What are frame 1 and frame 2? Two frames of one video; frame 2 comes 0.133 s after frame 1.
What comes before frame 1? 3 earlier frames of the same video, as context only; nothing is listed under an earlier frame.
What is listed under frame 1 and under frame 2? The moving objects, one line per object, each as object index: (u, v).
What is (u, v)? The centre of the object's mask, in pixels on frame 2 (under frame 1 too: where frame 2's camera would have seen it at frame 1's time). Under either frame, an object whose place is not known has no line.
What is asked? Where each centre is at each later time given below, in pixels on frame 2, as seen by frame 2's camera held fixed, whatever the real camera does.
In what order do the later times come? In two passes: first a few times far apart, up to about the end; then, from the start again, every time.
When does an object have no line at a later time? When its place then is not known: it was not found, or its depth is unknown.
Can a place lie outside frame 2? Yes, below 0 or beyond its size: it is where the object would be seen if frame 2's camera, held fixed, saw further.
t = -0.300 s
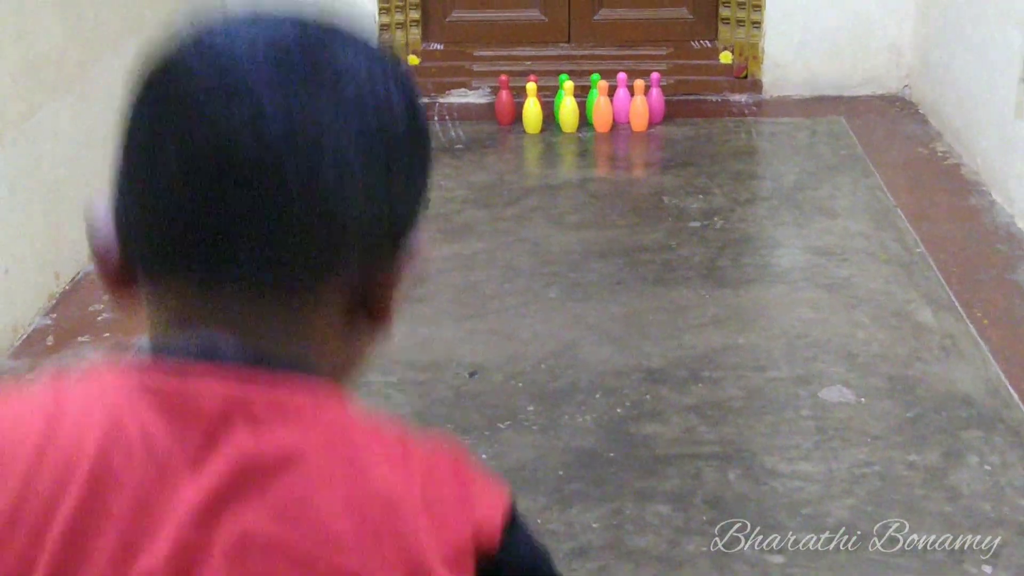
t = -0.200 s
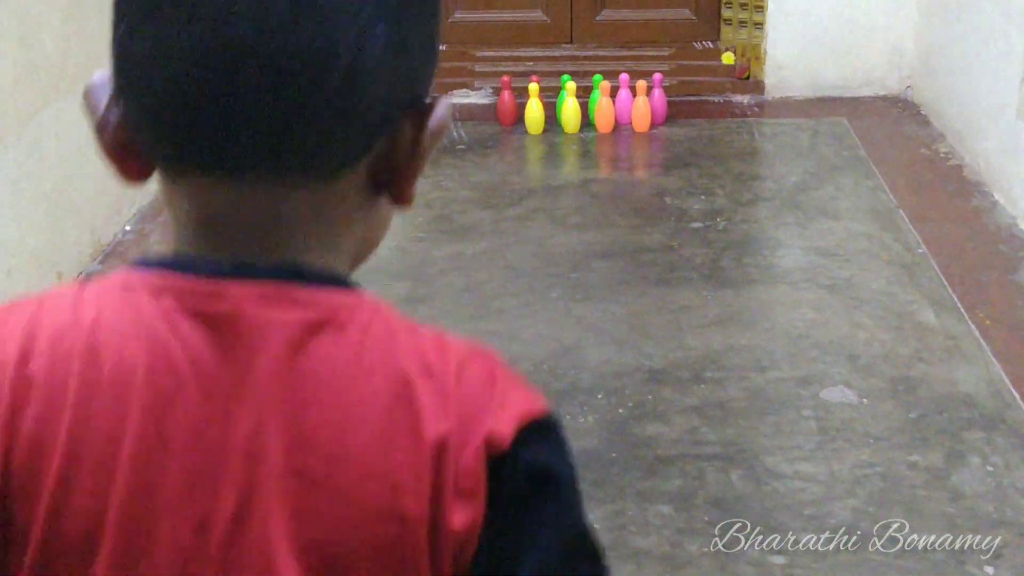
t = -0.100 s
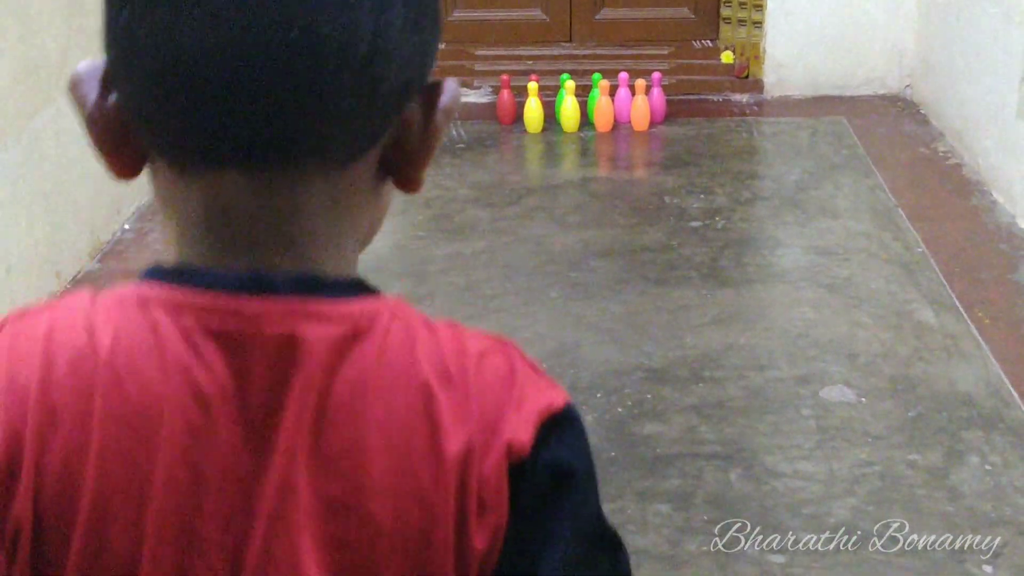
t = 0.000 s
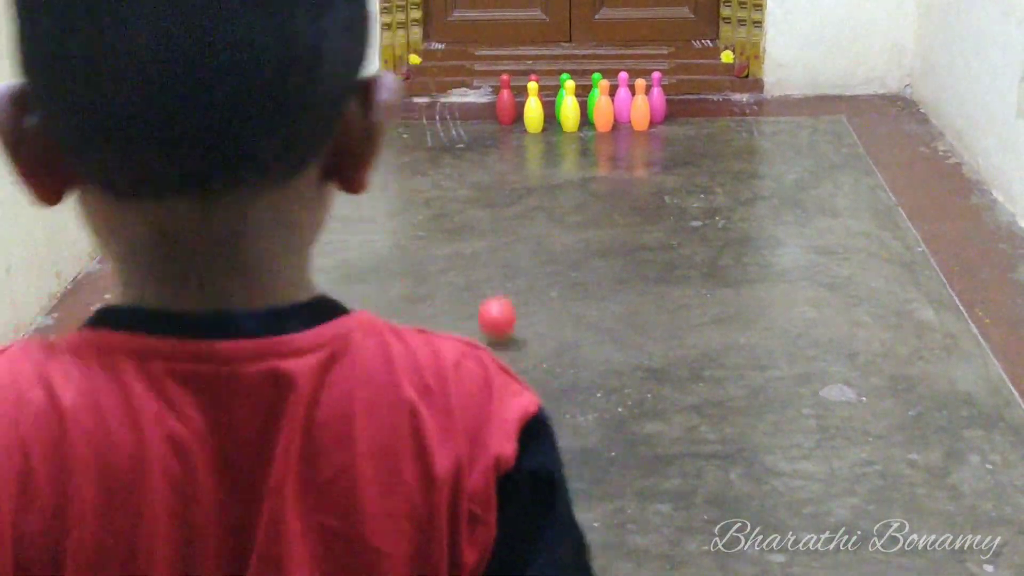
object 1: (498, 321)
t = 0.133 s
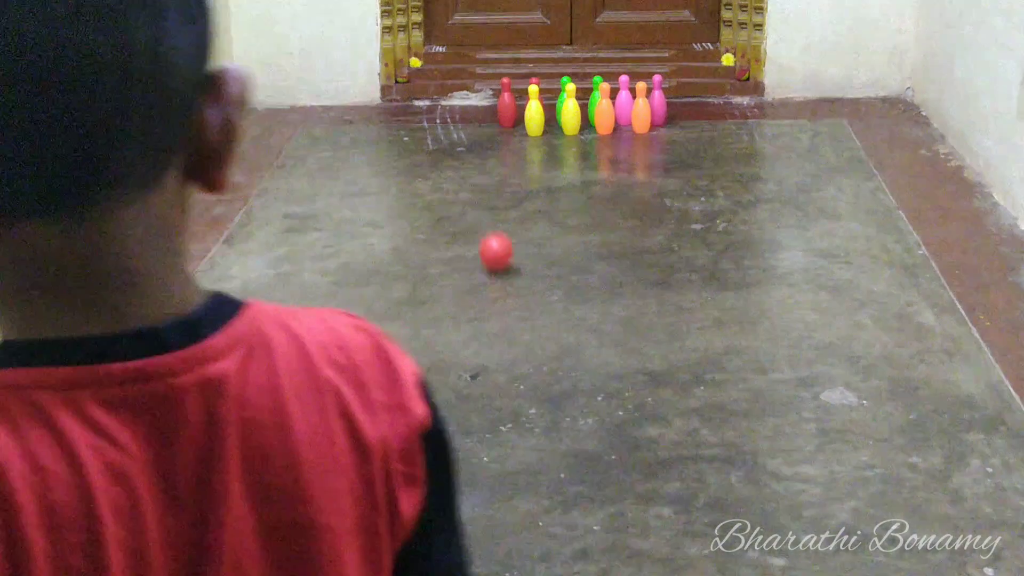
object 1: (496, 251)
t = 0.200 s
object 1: (490, 220)
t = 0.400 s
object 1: (479, 155)
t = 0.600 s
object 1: (484, 108)
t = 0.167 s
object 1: (493, 236)
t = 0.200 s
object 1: (490, 220)
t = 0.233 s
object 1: (489, 213)
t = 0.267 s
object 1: (486, 206)
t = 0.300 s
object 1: (484, 186)
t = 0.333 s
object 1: (483, 182)
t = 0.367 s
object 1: (480, 163)
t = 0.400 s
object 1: (479, 155)
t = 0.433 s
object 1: (479, 148)
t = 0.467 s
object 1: (479, 134)
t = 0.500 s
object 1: (480, 134)
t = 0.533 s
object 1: (482, 117)
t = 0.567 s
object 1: (483, 113)
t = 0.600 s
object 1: (484, 108)
